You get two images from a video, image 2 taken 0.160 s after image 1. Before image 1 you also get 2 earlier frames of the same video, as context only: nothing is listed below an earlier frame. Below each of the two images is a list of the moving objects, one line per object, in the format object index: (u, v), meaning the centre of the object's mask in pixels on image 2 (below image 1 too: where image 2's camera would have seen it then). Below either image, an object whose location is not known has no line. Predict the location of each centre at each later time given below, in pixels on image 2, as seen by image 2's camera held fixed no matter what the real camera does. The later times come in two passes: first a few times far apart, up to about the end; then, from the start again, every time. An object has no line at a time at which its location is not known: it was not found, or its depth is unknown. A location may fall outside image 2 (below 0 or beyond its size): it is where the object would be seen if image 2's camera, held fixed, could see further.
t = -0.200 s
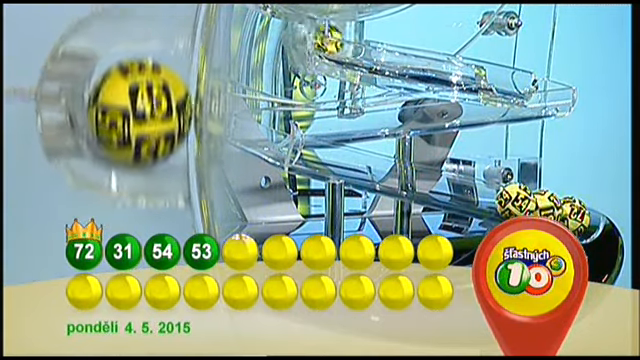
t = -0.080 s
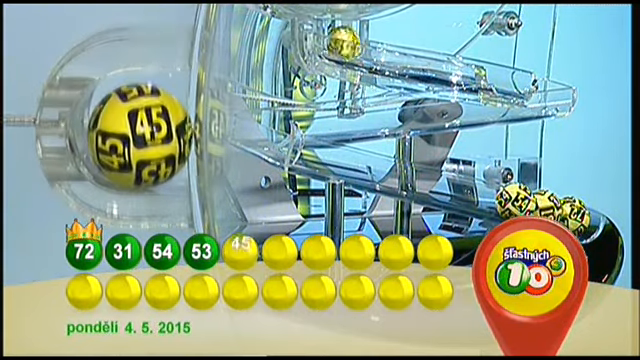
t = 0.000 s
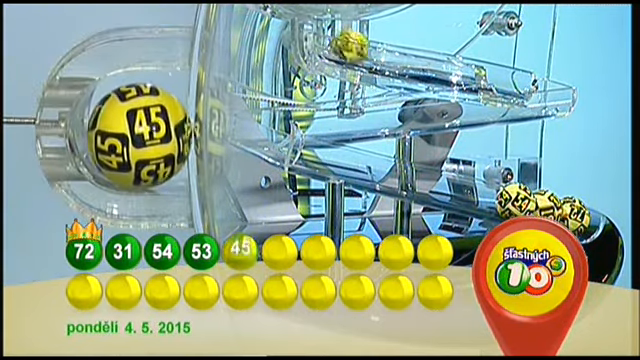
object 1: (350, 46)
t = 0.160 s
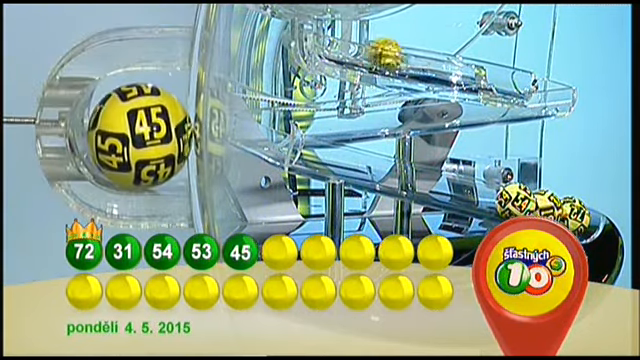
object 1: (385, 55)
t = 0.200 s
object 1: (398, 58)
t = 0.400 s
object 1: (468, 71)
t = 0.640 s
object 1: (530, 84)
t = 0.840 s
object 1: (526, 97)
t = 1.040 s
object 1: (493, 101)
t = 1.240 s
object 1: (456, 107)
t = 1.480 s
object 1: (392, 114)
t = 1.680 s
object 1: (326, 122)
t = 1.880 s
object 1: (266, 127)
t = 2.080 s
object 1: (300, 140)
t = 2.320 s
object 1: (317, 152)
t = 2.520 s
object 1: (366, 165)
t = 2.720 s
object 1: (446, 185)
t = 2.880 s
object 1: (479, 191)
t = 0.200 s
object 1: (398, 58)
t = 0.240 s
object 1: (411, 61)
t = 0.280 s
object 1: (425, 62)
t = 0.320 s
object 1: (438, 64)
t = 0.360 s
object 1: (450, 65)
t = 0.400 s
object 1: (468, 71)
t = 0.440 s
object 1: (482, 73)
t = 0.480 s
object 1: (503, 79)
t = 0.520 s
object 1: (520, 82)
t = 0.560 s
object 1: (532, 82)
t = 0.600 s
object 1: (533, 85)
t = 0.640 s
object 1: (530, 84)
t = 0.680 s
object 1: (533, 87)
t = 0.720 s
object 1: (534, 91)
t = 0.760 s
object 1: (533, 93)
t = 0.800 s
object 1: (530, 94)
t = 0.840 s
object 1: (526, 97)
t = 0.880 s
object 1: (518, 99)
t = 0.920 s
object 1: (513, 99)
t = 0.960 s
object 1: (508, 100)
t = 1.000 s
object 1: (502, 101)
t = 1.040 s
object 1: (493, 101)
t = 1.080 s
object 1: (488, 103)
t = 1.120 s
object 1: (482, 103)
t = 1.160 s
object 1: (472, 104)
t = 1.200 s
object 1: (465, 105)
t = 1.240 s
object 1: (456, 107)
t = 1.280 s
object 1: (446, 108)
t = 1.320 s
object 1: (437, 109)
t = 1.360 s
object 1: (426, 110)
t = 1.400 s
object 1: (416, 112)
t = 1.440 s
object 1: (404, 112)
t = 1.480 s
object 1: (392, 114)
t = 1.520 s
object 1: (381, 115)
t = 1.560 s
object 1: (368, 116)
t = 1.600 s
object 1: (355, 118)
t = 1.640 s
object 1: (342, 120)
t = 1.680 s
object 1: (326, 122)
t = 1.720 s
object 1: (312, 121)
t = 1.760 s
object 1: (297, 122)
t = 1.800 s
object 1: (279, 122)
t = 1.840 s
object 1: (266, 127)
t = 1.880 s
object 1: (266, 127)
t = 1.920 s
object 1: (270, 132)
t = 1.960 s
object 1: (277, 135)
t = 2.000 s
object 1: (287, 139)
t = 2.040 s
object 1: (300, 144)
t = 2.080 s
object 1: (300, 140)
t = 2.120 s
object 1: (299, 142)
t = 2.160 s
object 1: (306, 143)
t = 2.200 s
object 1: (307, 146)
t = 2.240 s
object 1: (310, 147)
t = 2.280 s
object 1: (312, 149)
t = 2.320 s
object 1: (317, 152)
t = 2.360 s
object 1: (325, 154)
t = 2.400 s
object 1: (332, 155)
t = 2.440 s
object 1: (342, 159)
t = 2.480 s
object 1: (354, 162)
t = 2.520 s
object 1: (366, 165)
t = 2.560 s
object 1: (380, 169)
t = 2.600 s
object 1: (396, 173)
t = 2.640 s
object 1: (412, 176)
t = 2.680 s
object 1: (426, 180)
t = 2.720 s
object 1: (446, 185)
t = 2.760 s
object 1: (465, 190)
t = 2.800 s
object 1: (486, 195)
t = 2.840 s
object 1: (482, 190)
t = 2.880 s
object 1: (479, 191)
